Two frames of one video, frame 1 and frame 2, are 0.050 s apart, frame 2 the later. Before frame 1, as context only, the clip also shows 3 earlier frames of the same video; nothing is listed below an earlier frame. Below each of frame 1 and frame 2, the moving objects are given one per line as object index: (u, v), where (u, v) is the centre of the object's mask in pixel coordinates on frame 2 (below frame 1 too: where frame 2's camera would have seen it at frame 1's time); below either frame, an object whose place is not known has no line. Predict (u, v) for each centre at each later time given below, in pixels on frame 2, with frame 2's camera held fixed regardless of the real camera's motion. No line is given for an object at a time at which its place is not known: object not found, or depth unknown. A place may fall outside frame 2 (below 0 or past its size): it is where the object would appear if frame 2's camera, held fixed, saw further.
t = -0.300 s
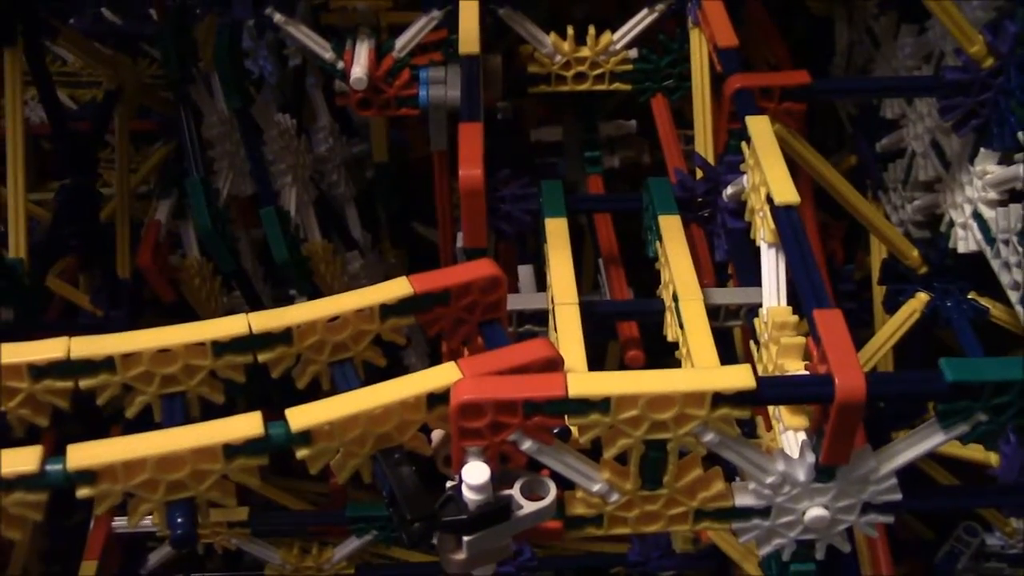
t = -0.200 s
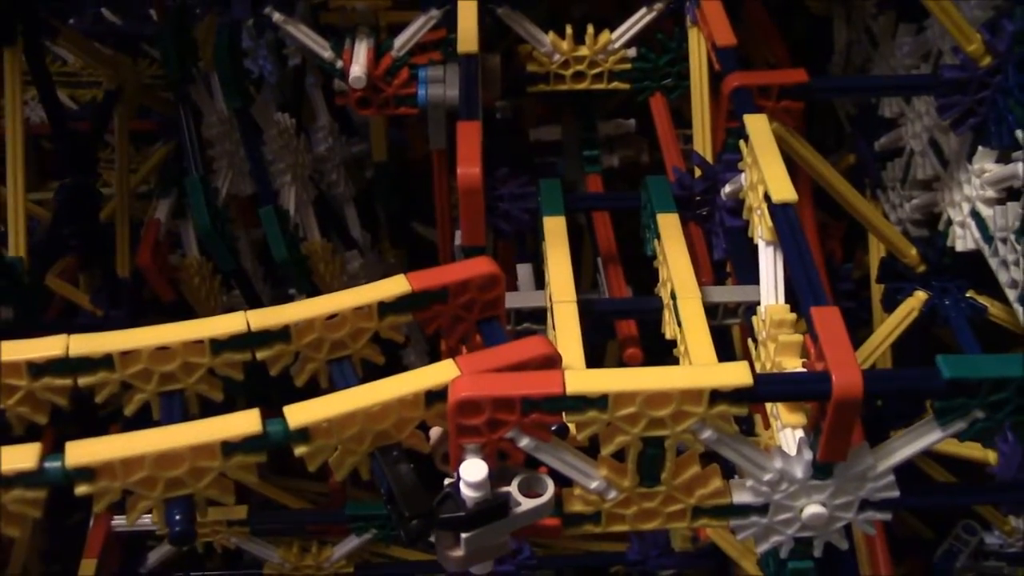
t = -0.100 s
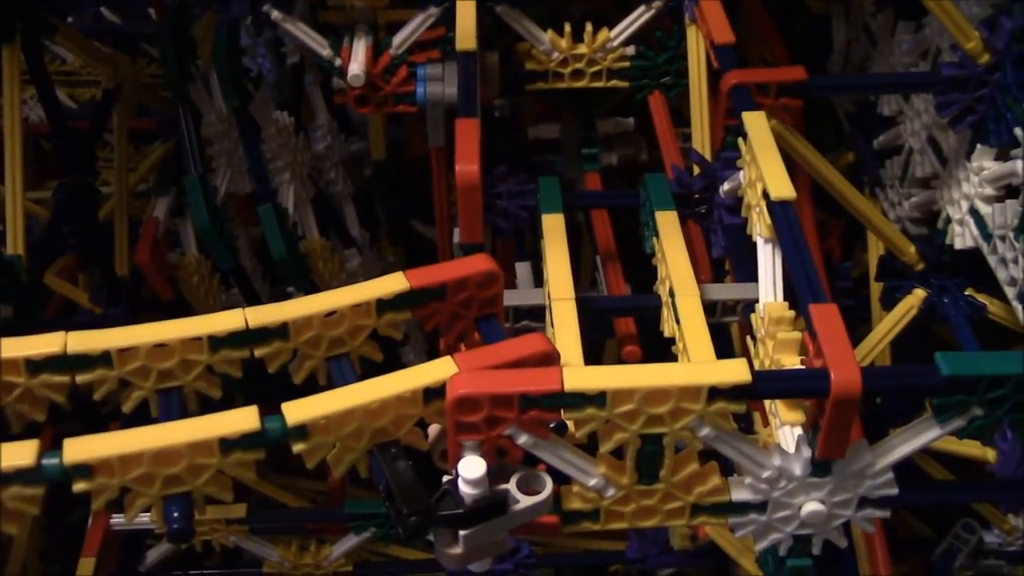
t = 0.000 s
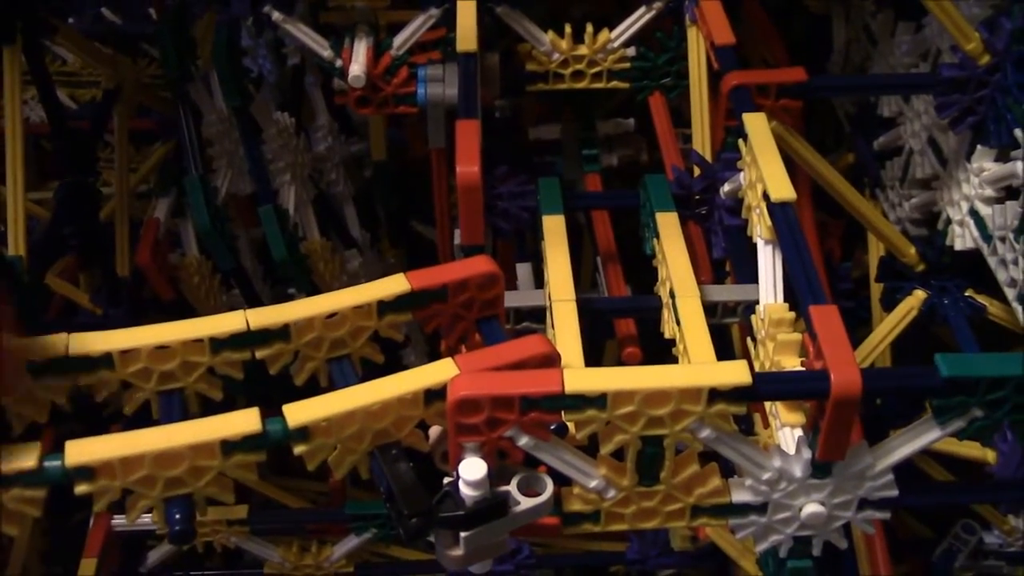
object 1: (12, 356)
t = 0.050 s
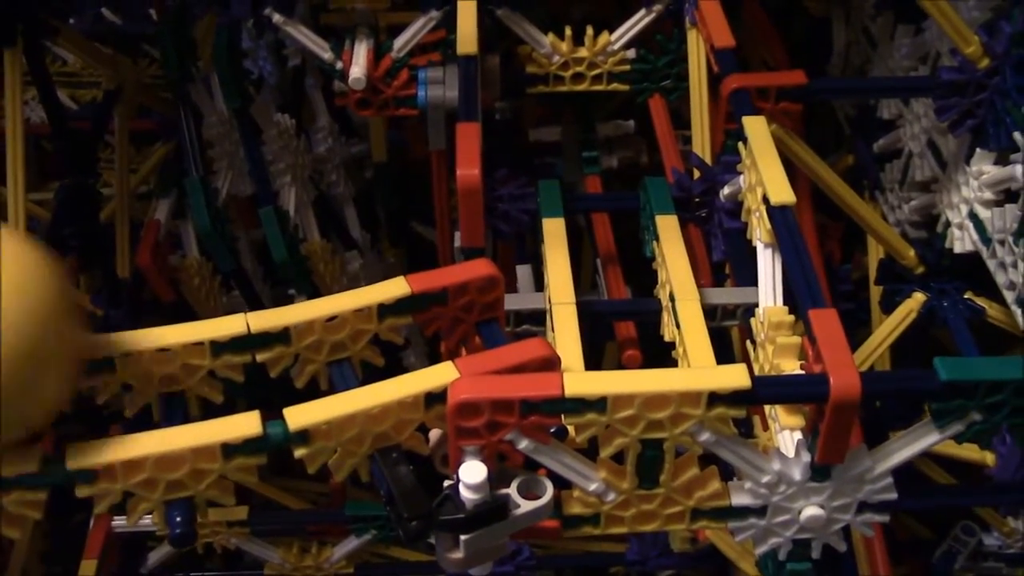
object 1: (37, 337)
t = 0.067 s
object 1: (49, 334)
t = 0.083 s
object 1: (59, 331)
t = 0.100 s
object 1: (70, 328)
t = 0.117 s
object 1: (82, 327)
